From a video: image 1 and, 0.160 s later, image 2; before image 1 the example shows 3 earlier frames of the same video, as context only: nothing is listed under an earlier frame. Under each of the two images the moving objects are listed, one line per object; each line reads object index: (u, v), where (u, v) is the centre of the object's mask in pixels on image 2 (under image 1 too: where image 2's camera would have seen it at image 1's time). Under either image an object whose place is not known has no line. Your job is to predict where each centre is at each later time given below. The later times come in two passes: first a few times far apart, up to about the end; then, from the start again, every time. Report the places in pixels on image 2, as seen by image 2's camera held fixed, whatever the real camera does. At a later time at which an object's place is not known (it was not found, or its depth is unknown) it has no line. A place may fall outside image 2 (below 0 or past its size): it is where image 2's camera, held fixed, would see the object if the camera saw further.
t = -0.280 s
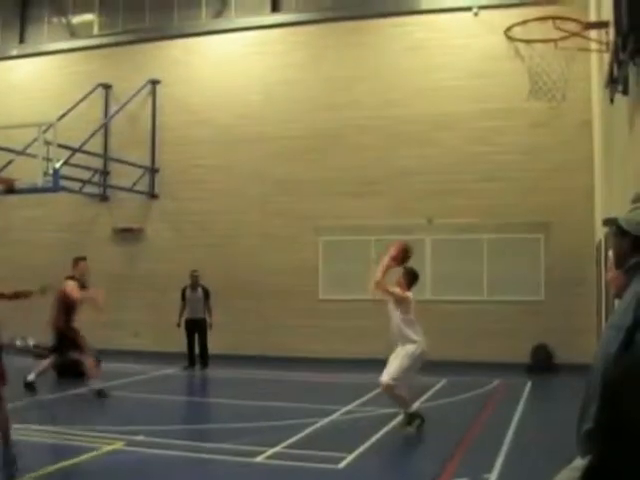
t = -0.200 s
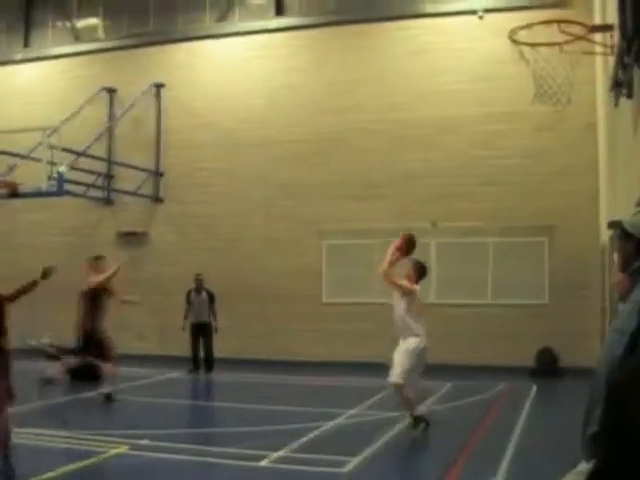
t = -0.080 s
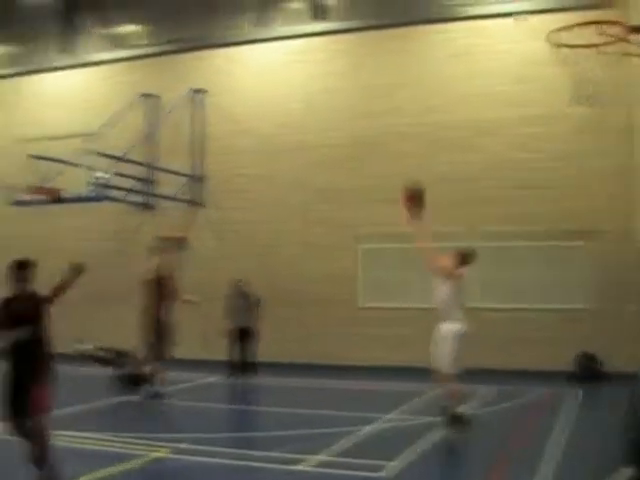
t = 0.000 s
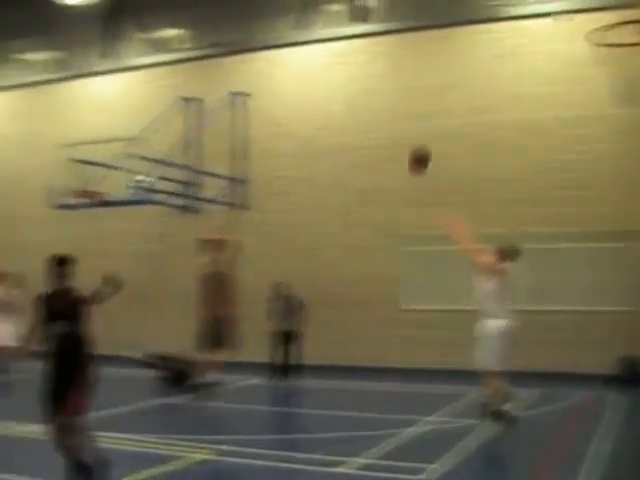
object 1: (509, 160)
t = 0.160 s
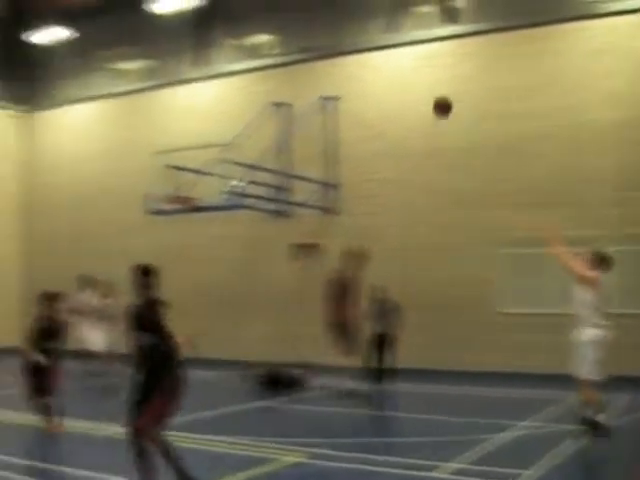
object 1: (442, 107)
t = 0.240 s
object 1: (412, 91)
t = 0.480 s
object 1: (334, 76)
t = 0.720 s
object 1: (272, 101)
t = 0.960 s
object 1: (220, 156)
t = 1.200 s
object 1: (179, 174)
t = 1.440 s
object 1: (146, 168)
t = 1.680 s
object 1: (114, 195)
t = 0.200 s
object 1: (426, 98)
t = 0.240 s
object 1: (412, 91)
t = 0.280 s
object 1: (398, 85)
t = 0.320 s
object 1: (384, 81)
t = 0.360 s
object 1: (371, 78)
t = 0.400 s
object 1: (358, 76)
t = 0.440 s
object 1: (346, 76)
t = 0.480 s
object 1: (334, 76)
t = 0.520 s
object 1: (323, 78)
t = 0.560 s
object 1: (312, 81)
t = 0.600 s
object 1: (302, 84)
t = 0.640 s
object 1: (292, 89)
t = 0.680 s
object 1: (282, 95)
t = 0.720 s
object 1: (272, 101)
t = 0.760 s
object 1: (263, 108)
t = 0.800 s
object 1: (254, 116)
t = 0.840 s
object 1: (245, 126)
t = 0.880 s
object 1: (236, 136)
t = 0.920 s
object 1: (229, 145)
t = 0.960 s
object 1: (220, 156)
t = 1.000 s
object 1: (211, 168)
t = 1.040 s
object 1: (203, 181)
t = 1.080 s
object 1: (196, 189)
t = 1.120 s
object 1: (190, 186)
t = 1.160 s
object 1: (184, 179)
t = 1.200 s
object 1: (179, 174)
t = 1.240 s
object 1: (174, 171)
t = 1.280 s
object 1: (168, 169)
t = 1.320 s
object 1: (162, 167)
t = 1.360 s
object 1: (156, 167)
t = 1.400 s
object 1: (151, 167)
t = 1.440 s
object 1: (146, 168)
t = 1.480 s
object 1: (140, 170)
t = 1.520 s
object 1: (135, 173)
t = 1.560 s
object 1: (130, 177)
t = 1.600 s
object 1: (125, 182)
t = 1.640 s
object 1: (120, 188)
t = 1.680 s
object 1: (114, 195)
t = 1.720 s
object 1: (109, 202)
